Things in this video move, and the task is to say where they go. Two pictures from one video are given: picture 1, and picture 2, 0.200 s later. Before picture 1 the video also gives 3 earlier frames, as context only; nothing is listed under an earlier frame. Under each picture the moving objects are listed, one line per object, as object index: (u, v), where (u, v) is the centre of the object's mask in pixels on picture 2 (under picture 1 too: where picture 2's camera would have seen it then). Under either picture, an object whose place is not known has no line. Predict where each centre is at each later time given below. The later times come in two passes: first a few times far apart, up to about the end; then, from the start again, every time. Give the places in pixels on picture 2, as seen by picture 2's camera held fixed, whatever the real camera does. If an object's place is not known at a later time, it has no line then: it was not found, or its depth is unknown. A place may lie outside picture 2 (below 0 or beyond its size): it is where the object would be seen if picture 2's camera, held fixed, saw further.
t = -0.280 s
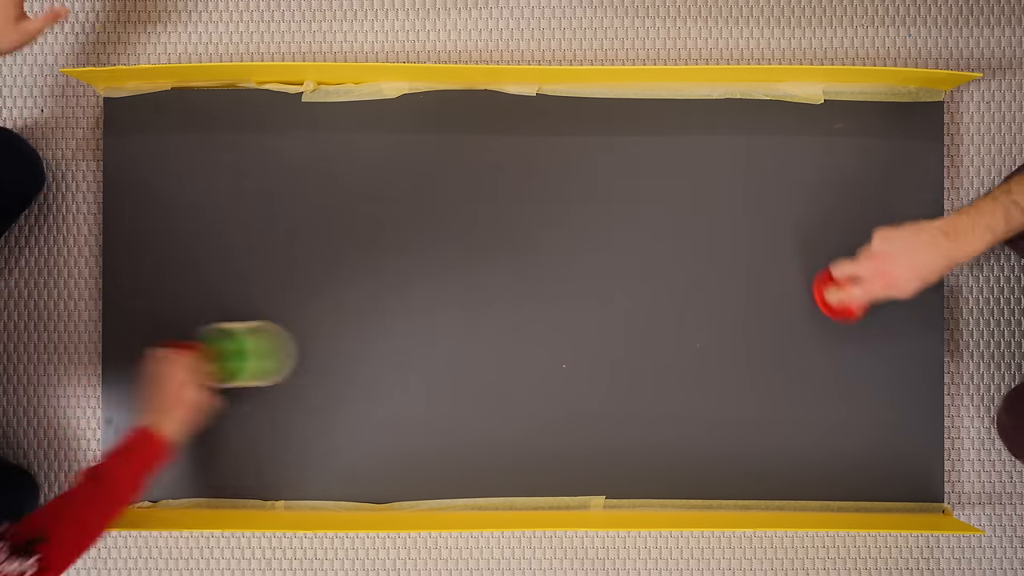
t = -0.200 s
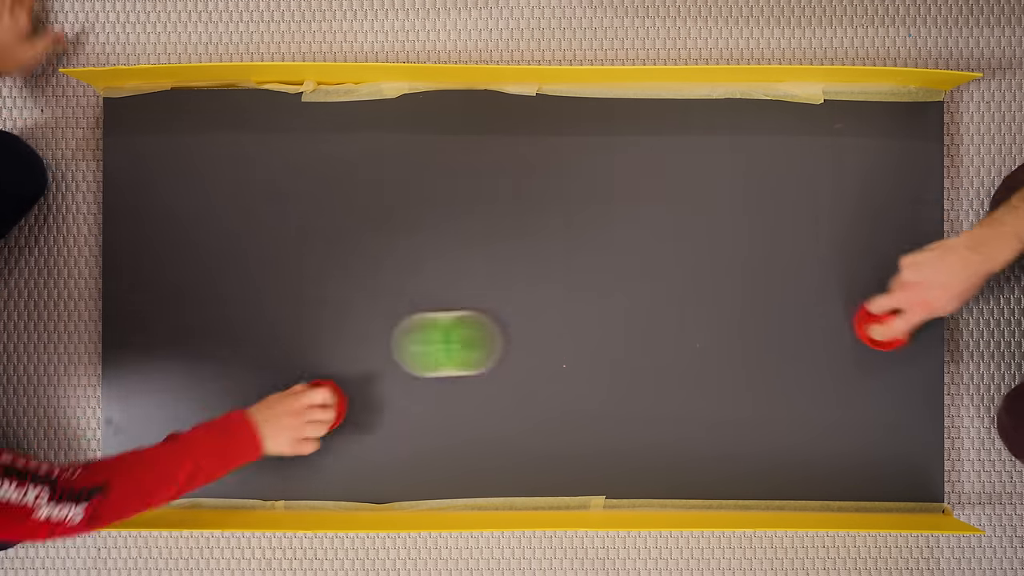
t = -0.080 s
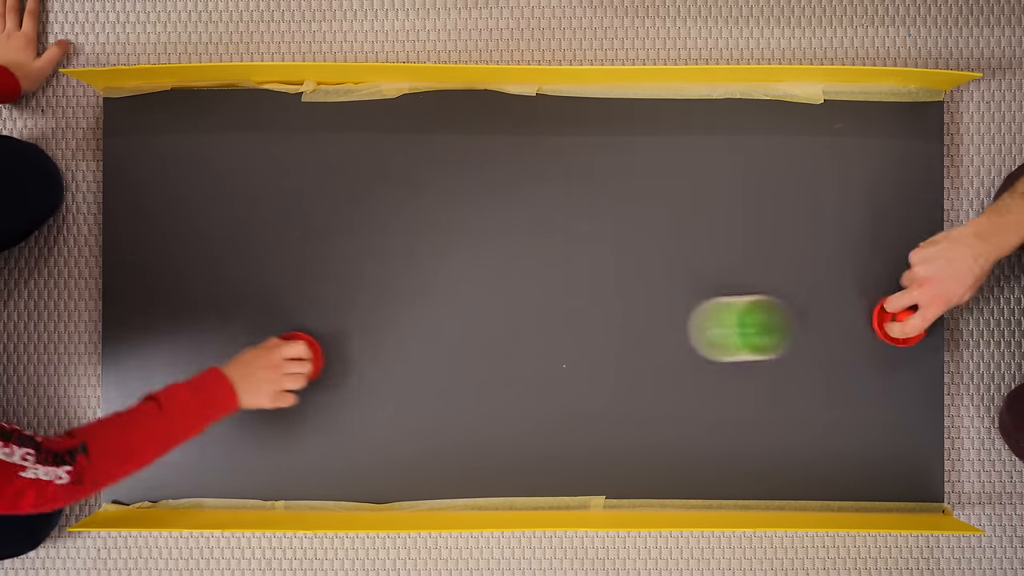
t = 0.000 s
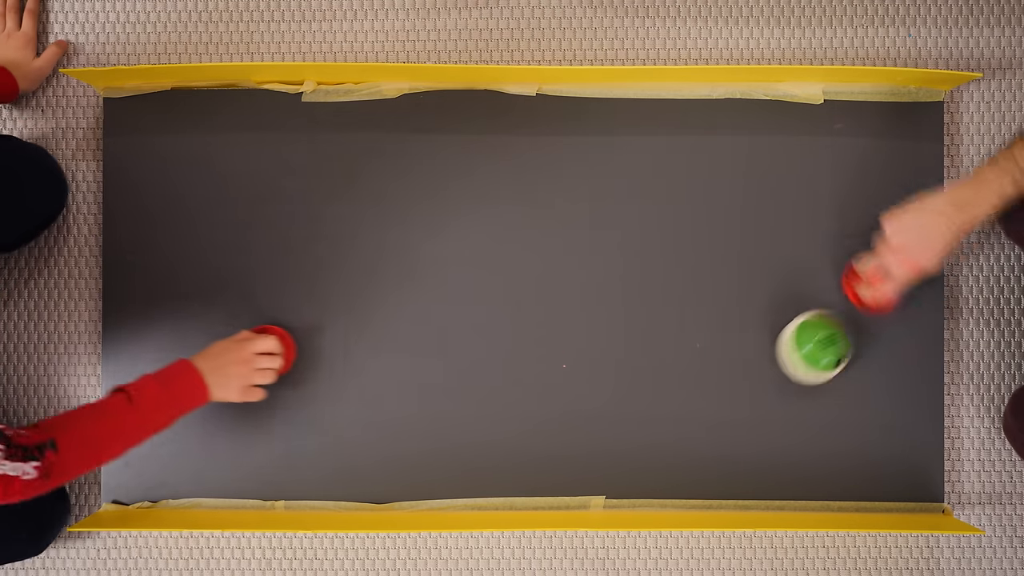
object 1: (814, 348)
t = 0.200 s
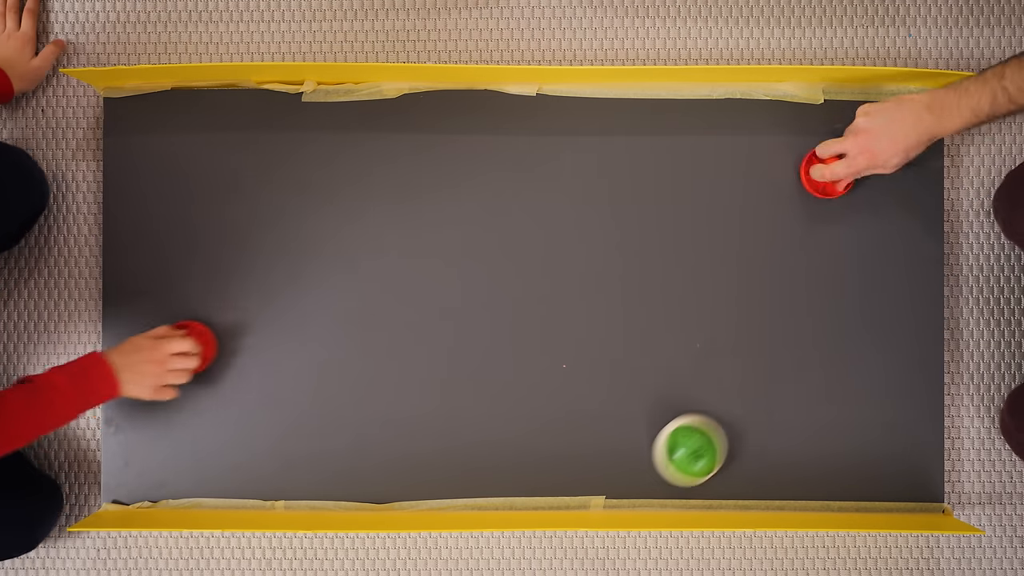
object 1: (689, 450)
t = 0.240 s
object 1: (669, 467)
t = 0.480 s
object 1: (561, 451)
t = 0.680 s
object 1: (477, 419)
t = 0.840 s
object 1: (411, 393)
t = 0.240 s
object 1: (669, 467)
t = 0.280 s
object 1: (649, 481)
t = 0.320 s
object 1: (630, 477)
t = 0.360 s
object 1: (612, 470)
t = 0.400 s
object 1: (594, 464)
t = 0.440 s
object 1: (578, 458)
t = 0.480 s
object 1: (561, 451)
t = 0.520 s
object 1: (544, 445)
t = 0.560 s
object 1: (527, 439)
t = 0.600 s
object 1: (511, 432)
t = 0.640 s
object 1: (494, 426)
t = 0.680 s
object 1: (477, 419)
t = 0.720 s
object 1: (461, 413)
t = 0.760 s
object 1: (444, 406)
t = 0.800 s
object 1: (427, 400)
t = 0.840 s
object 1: (411, 393)
